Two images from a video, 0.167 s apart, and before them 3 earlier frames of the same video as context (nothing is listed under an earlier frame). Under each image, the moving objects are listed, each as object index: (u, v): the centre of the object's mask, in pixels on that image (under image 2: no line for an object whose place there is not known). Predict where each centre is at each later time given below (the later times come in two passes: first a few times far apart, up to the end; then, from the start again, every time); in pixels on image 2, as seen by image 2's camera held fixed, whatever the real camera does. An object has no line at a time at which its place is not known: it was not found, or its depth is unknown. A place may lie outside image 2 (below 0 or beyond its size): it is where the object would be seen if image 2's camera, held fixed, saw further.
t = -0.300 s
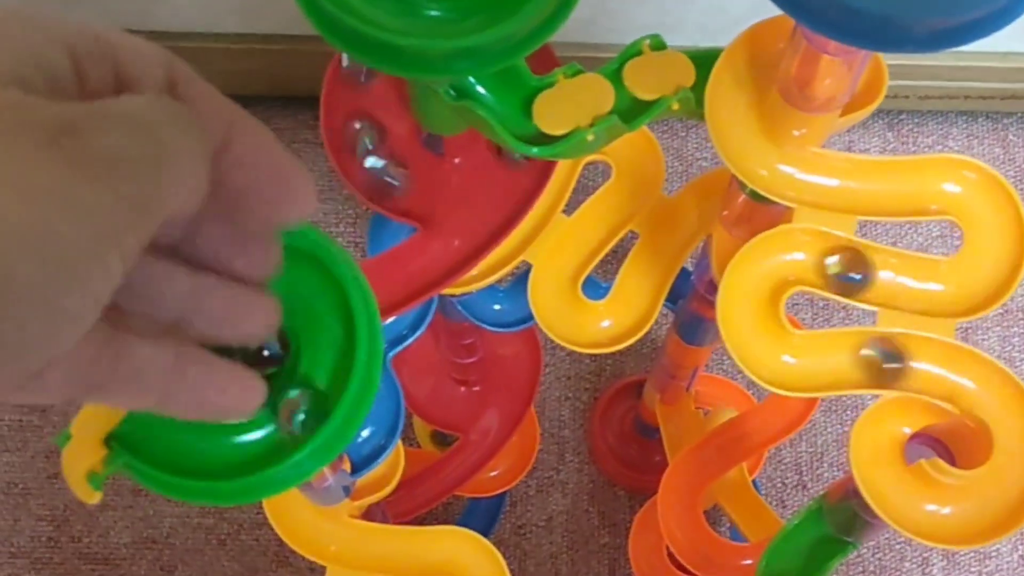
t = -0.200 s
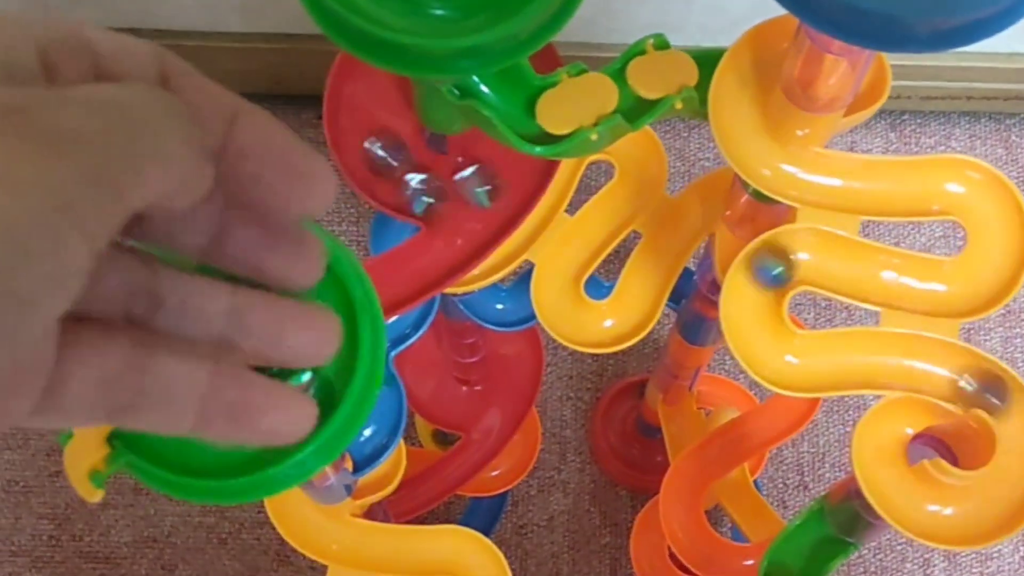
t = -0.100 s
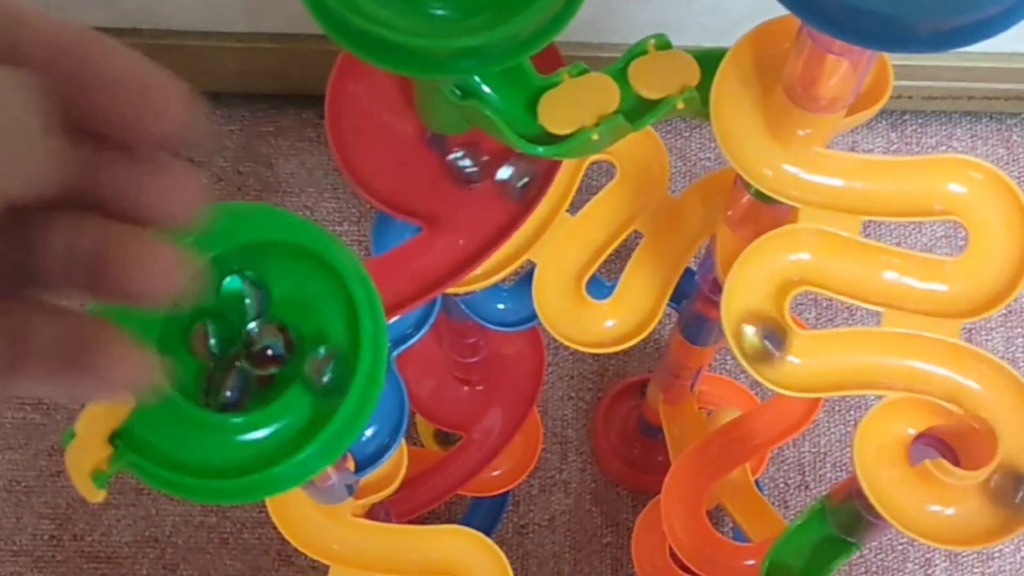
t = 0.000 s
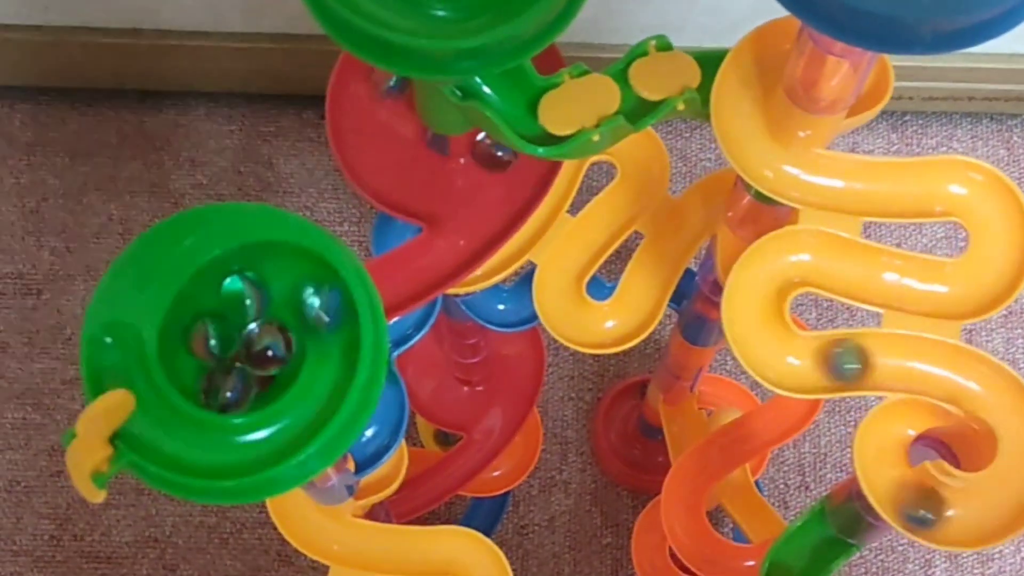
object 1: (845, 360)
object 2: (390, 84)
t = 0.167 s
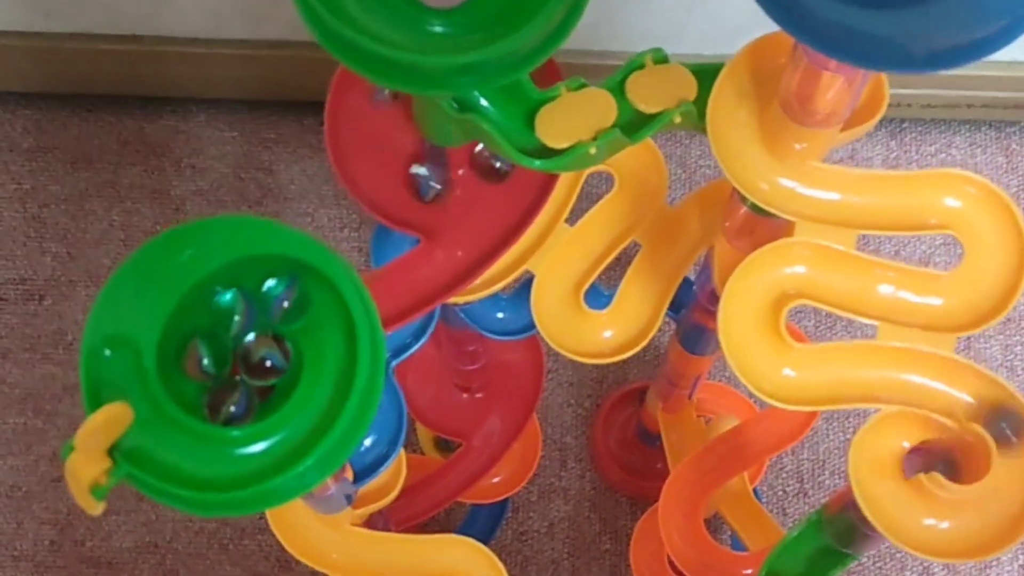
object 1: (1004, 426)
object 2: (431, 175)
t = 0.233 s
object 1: (1008, 494)
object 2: (456, 185)
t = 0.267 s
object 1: (994, 520)
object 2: (466, 179)
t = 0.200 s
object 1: (1012, 462)
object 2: (450, 182)
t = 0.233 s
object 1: (1008, 494)
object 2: (456, 185)
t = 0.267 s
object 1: (994, 520)
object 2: (466, 179)
